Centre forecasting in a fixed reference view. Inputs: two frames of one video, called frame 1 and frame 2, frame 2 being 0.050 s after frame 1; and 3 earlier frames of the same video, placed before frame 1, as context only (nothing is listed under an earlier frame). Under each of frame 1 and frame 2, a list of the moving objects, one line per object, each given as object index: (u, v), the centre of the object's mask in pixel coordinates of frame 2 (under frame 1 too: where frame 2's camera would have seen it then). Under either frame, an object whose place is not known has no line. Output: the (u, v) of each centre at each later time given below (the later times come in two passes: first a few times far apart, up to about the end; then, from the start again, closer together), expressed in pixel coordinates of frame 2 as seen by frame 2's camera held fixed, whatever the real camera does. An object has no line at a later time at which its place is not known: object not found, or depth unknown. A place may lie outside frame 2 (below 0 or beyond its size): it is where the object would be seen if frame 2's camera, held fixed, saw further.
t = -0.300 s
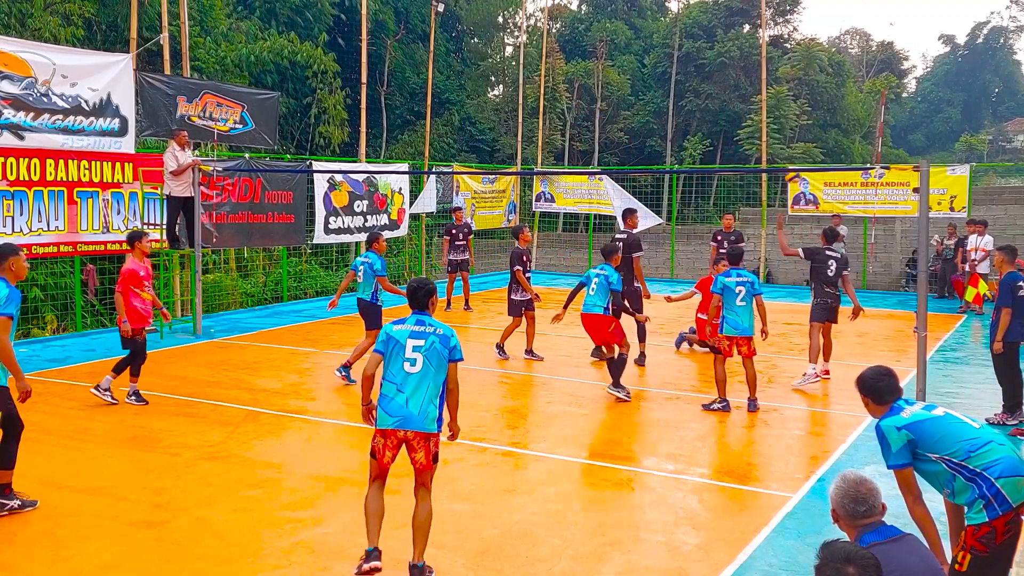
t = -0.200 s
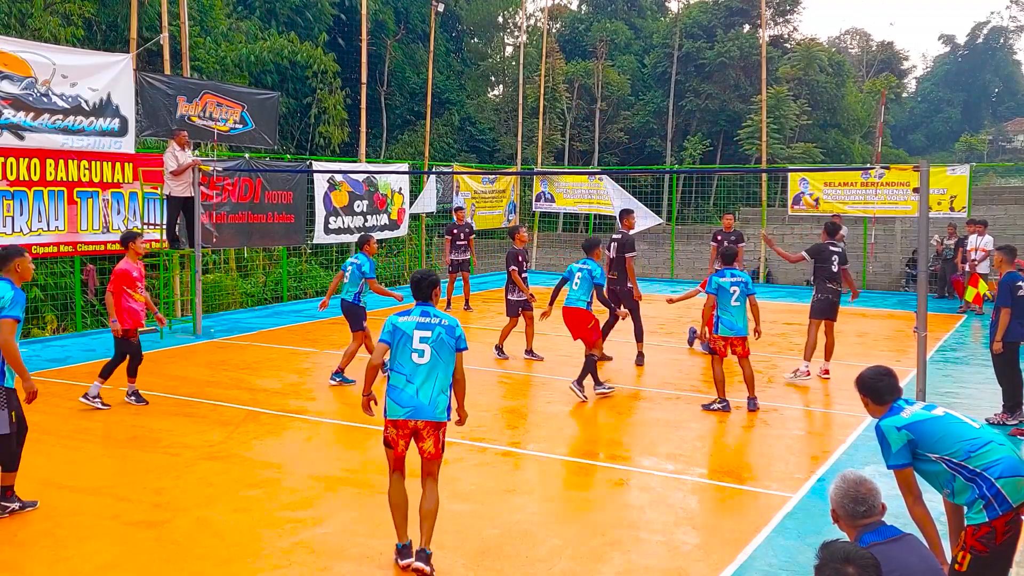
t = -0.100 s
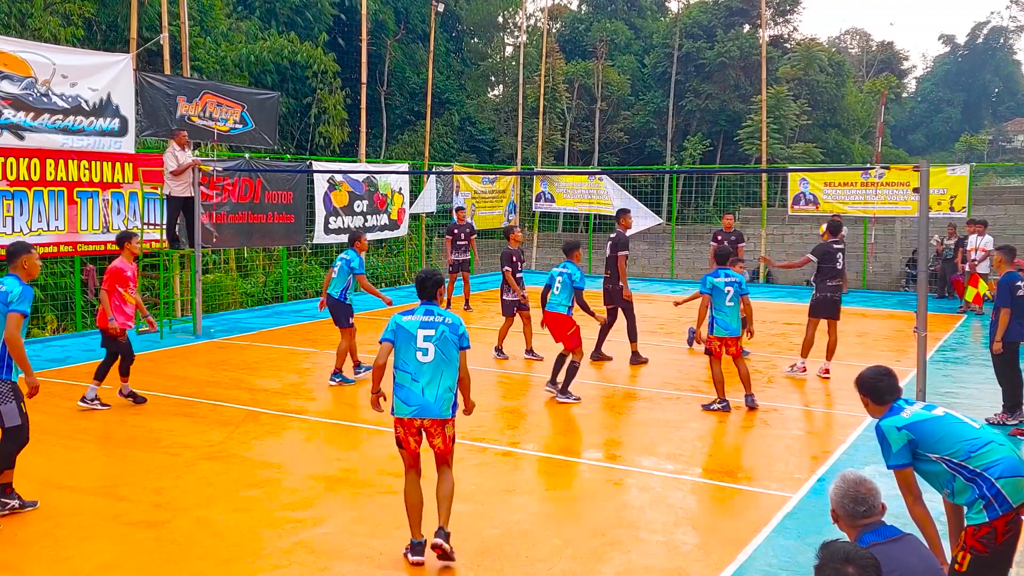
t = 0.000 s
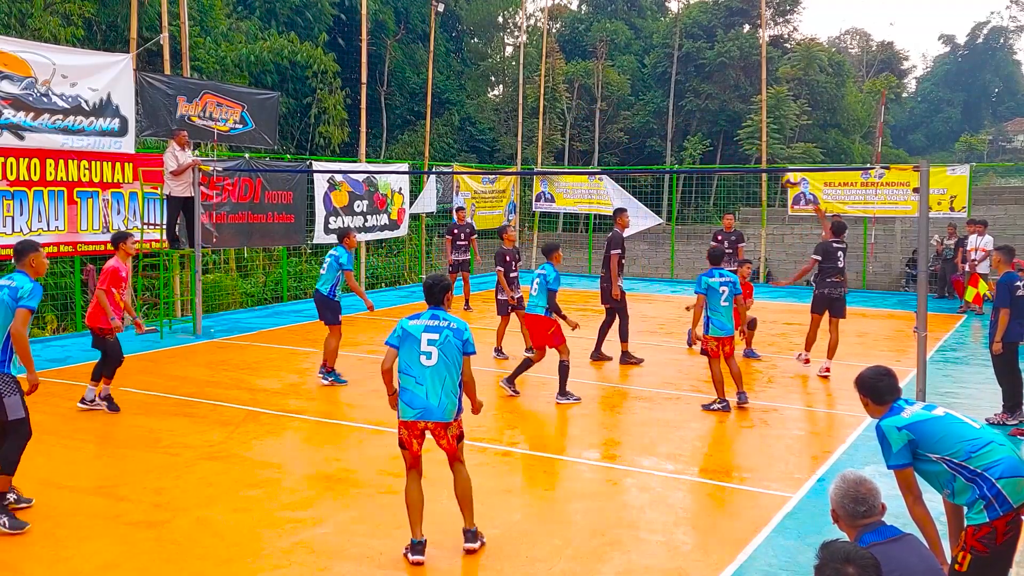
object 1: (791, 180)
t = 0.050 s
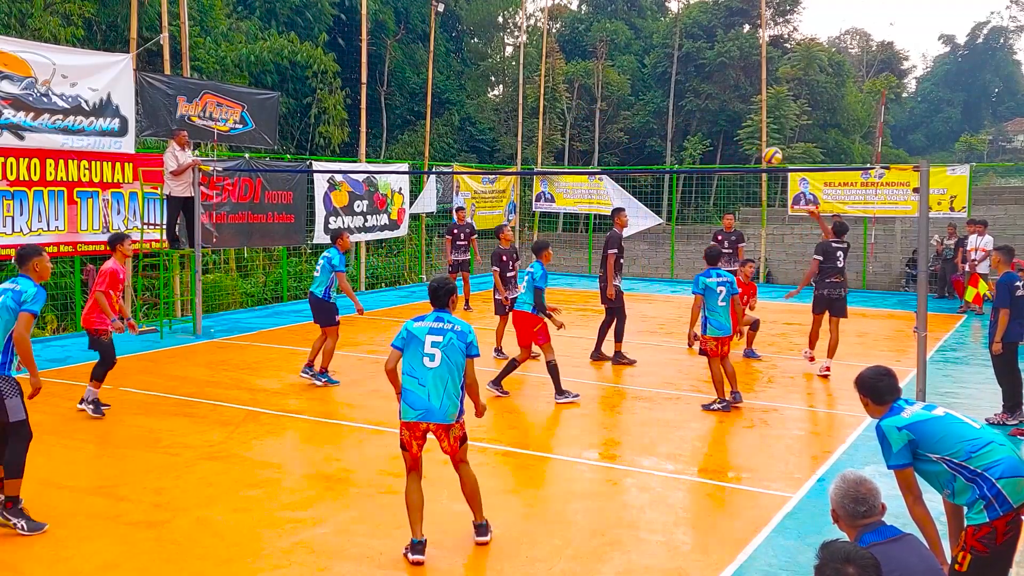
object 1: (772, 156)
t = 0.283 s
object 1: (674, 66)
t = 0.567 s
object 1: (539, 10)
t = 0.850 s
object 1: (382, 31)
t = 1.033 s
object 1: (270, 94)
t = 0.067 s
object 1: (765, 149)
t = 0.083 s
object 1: (758, 141)
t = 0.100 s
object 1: (751, 134)
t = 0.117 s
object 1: (745, 126)
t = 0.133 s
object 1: (738, 120)
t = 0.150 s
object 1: (732, 113)
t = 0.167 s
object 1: (725, 106)
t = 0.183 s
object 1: (717, 100)
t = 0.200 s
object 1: (711, 93)
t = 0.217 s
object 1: (703, 88)
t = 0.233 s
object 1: (696, 82)
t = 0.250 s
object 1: (689, 76)
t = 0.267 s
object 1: (681, 71)
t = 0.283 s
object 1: (674, 66)
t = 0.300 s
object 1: (667, 61)
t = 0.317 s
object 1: (659, 55)
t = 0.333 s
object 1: (652, 51)
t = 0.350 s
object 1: (643, 47)
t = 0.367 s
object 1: (637, 42)
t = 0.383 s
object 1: (629, 39)
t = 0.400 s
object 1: (621, 34)
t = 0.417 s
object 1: (613, 31)
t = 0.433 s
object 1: (605, 28)
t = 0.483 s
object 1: (580, 20)
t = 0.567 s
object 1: (539, 10)
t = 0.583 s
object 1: (530, 9)
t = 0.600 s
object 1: (521, 9)
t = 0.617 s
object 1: (513, 9)
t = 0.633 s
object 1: (503, 9)
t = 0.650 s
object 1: (495, 9)
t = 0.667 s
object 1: (487, 9)
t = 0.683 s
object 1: (477, 9)
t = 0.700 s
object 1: (468, 10)
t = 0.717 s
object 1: (459, 11)
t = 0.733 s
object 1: (450, 12)
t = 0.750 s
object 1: (440, 14)
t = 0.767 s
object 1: (431, 15)
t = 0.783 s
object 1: (421, 19)
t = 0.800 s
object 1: (411, 21)
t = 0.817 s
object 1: (402, 24)
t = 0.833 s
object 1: (392, 27)
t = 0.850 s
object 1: (382, 31)
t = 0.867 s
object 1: (372, 35)
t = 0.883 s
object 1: (363, 39)
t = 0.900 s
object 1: (352, 44)
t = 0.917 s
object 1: (343, 49)
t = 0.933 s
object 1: (333, 55)
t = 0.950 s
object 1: (322, 60)
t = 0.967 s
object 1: (311, 66)
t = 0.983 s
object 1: (301, 73)
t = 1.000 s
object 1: (291, 79)
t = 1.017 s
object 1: (281, 86)
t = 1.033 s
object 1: (270, 94)
